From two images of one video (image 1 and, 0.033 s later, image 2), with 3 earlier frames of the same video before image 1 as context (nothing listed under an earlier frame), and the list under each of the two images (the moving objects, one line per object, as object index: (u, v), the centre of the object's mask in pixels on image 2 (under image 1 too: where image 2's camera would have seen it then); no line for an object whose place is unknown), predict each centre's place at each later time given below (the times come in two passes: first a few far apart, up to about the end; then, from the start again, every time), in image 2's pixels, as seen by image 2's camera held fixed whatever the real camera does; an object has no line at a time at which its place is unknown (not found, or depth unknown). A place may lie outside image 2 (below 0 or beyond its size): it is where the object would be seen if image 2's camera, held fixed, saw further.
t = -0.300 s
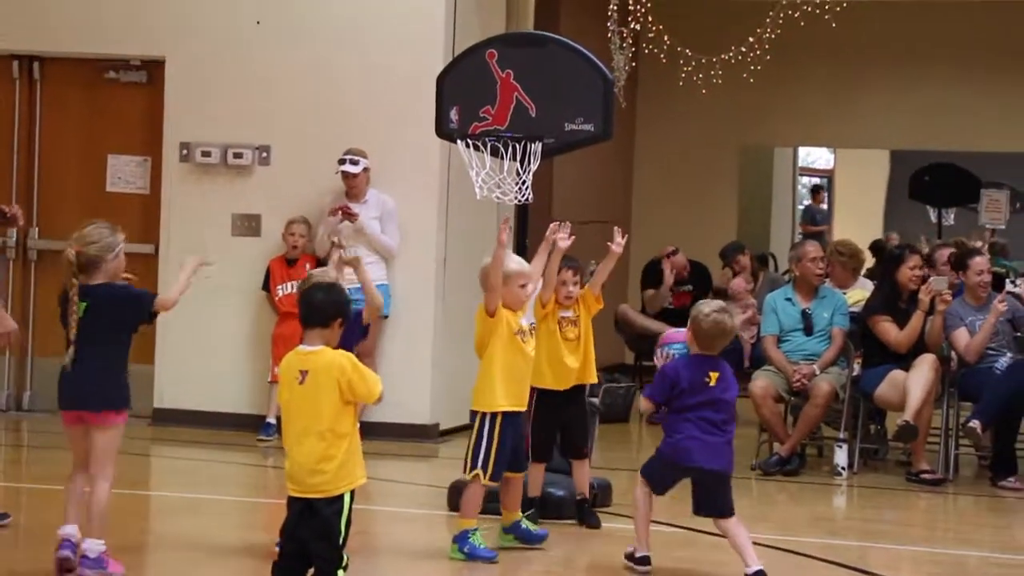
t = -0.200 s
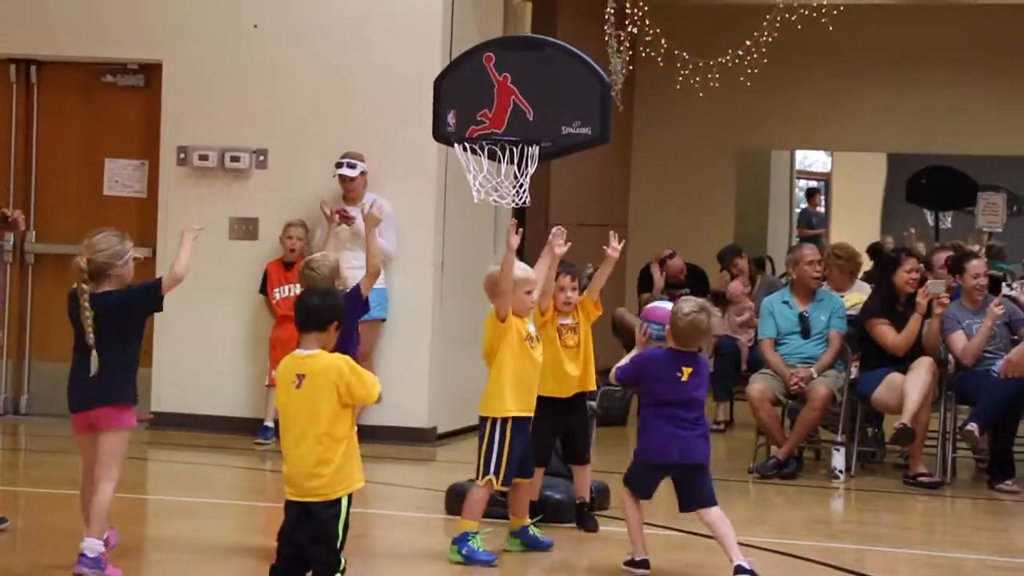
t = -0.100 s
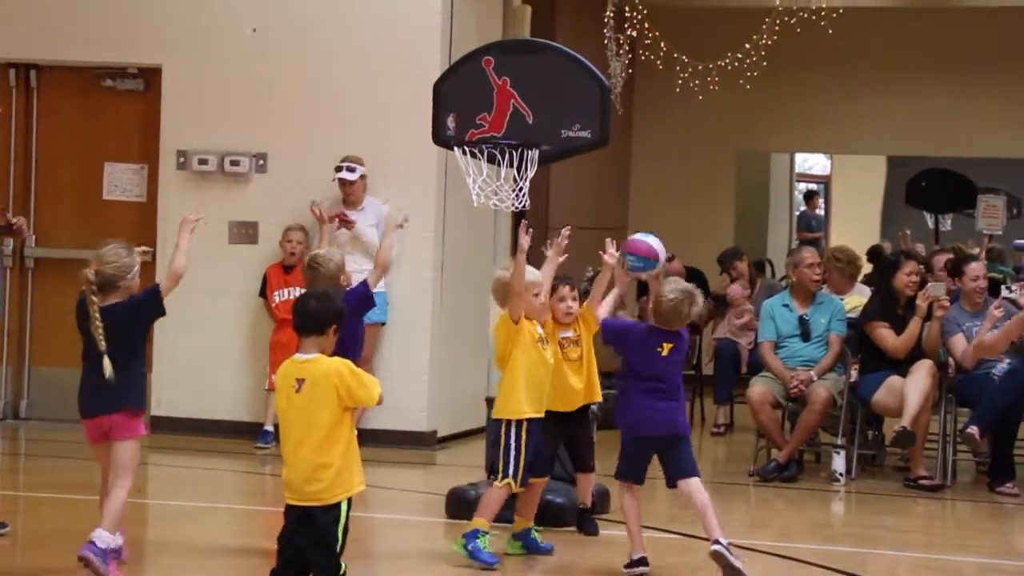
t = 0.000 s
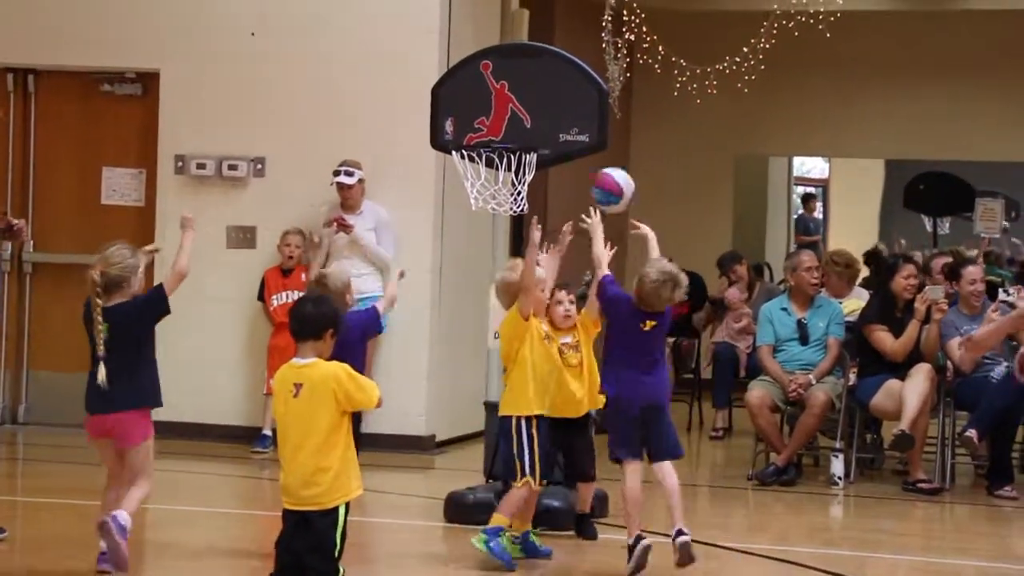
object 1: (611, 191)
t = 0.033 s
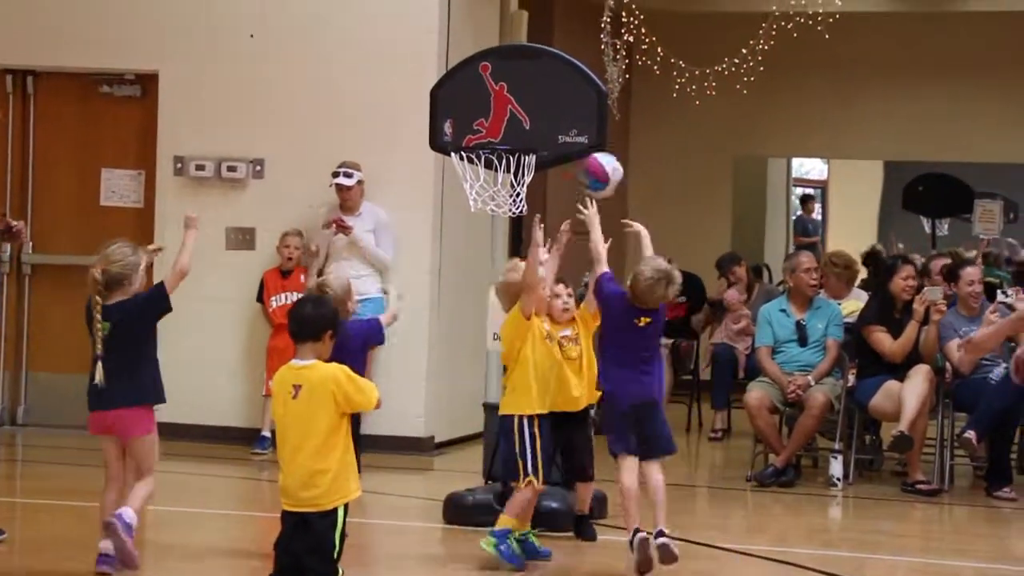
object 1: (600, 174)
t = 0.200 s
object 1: (550, 134)
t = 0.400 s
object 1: (558, 130)
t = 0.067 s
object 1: (590, 160)
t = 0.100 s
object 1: (580, 150)
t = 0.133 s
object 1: (569, 142)
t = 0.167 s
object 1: (560, 137)
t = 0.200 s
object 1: (550, 134)
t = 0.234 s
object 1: (545, 131)
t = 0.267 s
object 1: (547, 126)
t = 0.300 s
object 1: (551, 125)
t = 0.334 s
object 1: (553, 125)
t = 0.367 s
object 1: (555, 127)
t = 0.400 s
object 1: (558, 130)
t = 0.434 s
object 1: (559, 139)
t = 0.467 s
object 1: (560, 149)
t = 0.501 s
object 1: (562, 162)
